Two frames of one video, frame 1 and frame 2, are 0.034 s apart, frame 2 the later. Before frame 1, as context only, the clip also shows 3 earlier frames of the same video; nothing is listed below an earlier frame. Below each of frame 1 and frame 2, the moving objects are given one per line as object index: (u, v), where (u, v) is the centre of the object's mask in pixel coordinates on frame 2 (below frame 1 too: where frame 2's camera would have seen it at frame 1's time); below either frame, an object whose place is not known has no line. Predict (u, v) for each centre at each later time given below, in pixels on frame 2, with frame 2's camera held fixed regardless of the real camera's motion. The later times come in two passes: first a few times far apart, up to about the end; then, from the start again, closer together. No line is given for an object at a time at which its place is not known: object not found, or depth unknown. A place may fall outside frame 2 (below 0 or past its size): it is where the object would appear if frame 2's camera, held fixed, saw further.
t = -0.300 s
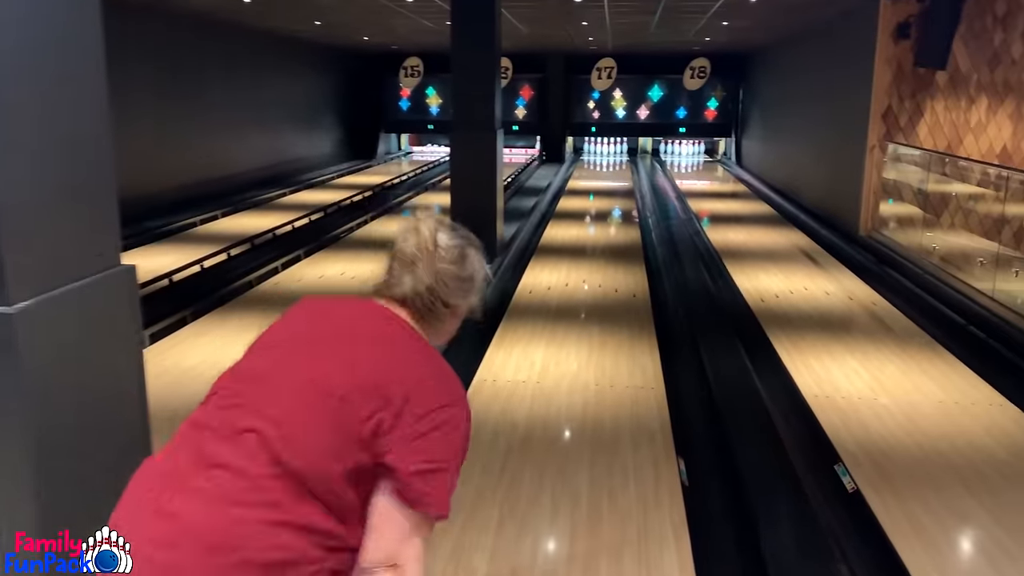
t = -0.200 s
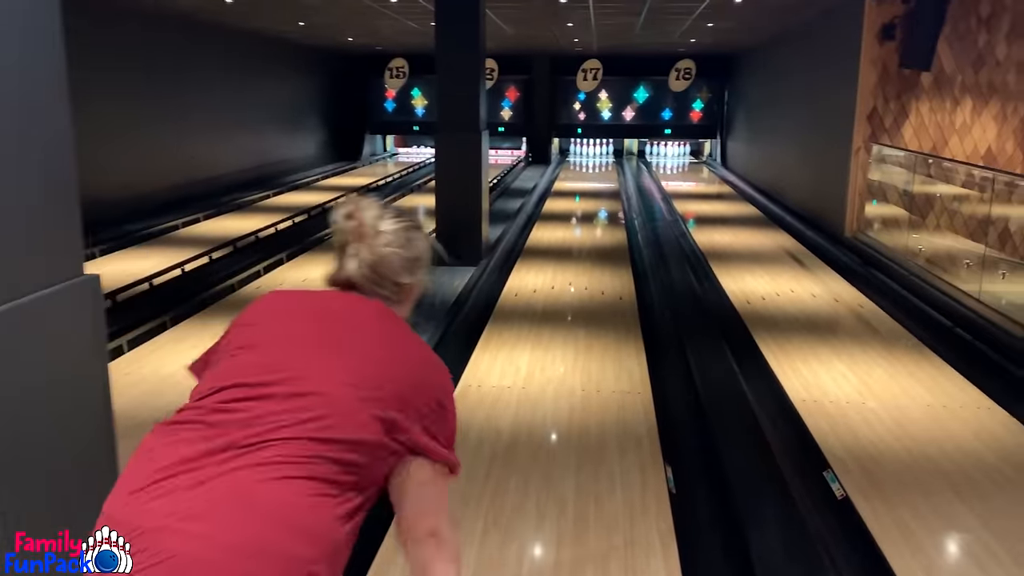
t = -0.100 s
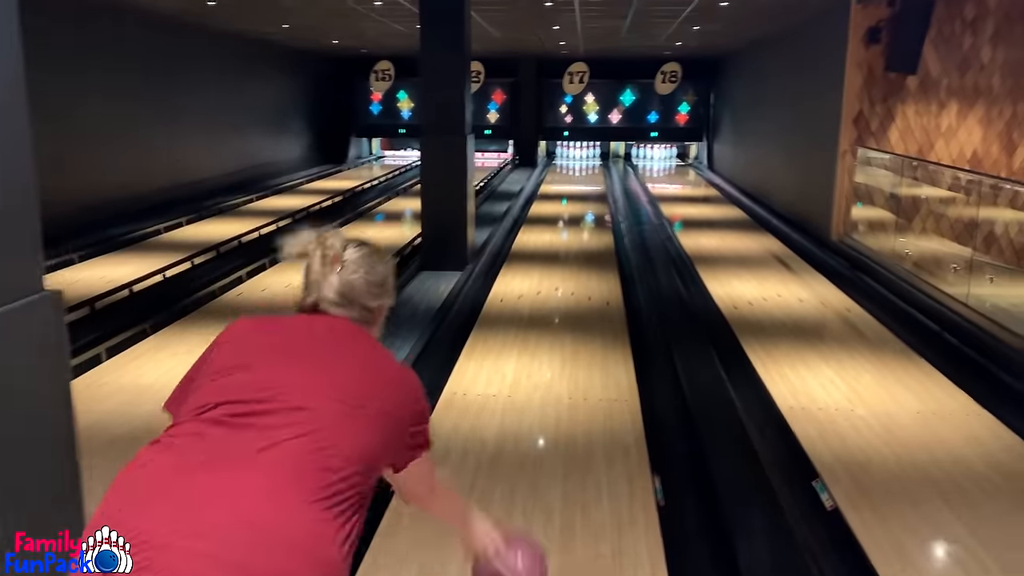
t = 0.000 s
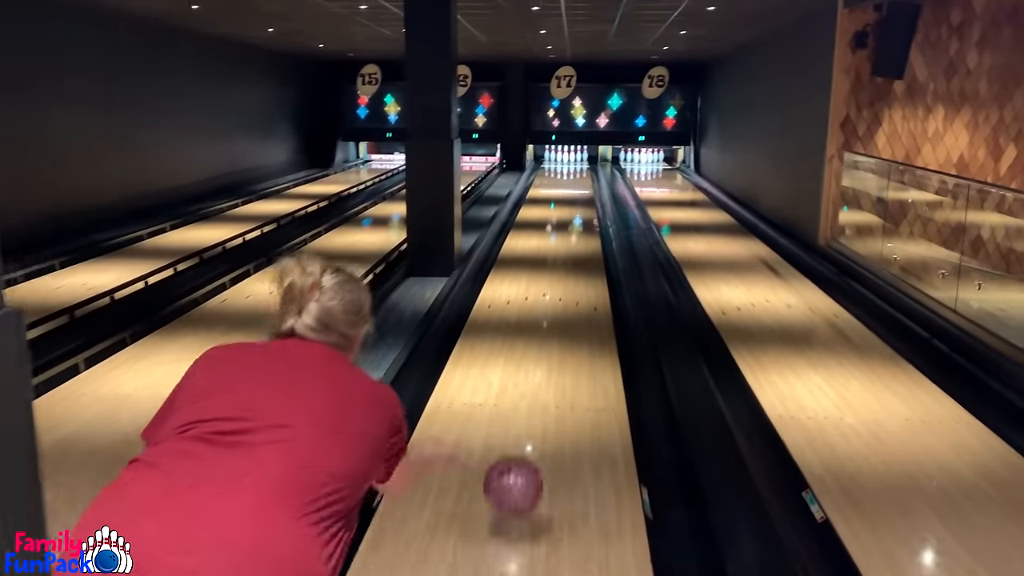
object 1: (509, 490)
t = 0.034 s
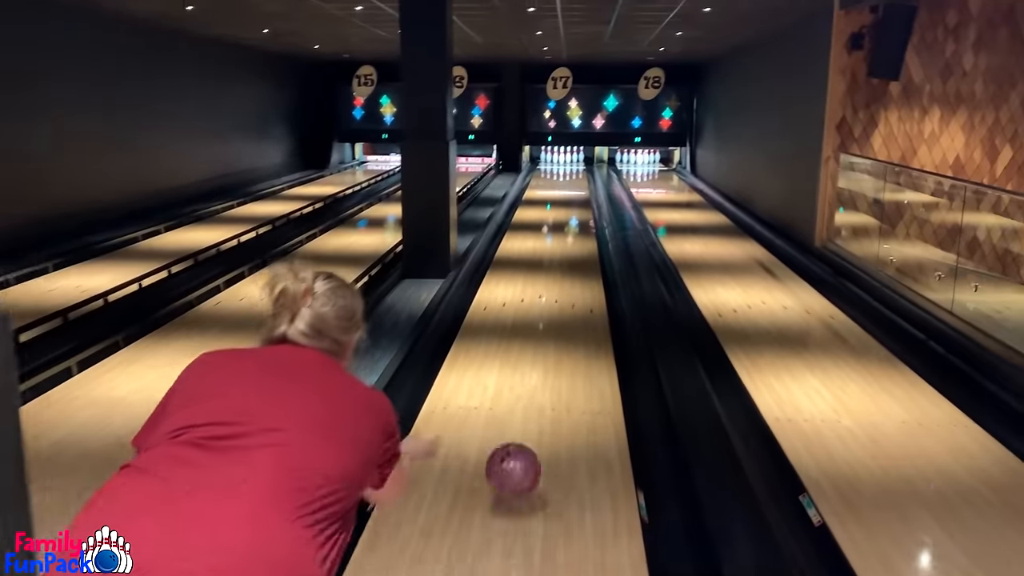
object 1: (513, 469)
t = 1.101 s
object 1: (553, 215)
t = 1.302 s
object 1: (554, 203)
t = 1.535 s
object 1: (556, 189)
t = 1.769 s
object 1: (558, 179)
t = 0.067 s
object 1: (517, 455)
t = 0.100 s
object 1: (520, 445)
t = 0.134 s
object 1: (523, 424)
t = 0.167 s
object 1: (526, 405)
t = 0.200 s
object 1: (528, 390)
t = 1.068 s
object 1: (552, 218)
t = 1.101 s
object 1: (553, 215)
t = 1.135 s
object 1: (553, 213)
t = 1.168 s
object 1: (554, 210)
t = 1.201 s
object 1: (554, 207)
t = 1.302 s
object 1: (554, 203)
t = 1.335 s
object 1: (554, 200)
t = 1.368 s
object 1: (555, 199)
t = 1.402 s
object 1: (555, 197)
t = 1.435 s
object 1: (555, 194)
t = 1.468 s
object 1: (556, 192)
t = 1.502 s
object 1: (556, 191)
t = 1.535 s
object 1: (556, 189)
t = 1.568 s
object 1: (557, 187)
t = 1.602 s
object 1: (557, 186)
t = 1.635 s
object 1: (557, 184)
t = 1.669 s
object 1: (557, 183)
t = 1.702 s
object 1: (557, 181)
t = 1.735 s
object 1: (557, 180)
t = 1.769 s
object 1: (558, 179)
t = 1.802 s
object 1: (558, 178)
